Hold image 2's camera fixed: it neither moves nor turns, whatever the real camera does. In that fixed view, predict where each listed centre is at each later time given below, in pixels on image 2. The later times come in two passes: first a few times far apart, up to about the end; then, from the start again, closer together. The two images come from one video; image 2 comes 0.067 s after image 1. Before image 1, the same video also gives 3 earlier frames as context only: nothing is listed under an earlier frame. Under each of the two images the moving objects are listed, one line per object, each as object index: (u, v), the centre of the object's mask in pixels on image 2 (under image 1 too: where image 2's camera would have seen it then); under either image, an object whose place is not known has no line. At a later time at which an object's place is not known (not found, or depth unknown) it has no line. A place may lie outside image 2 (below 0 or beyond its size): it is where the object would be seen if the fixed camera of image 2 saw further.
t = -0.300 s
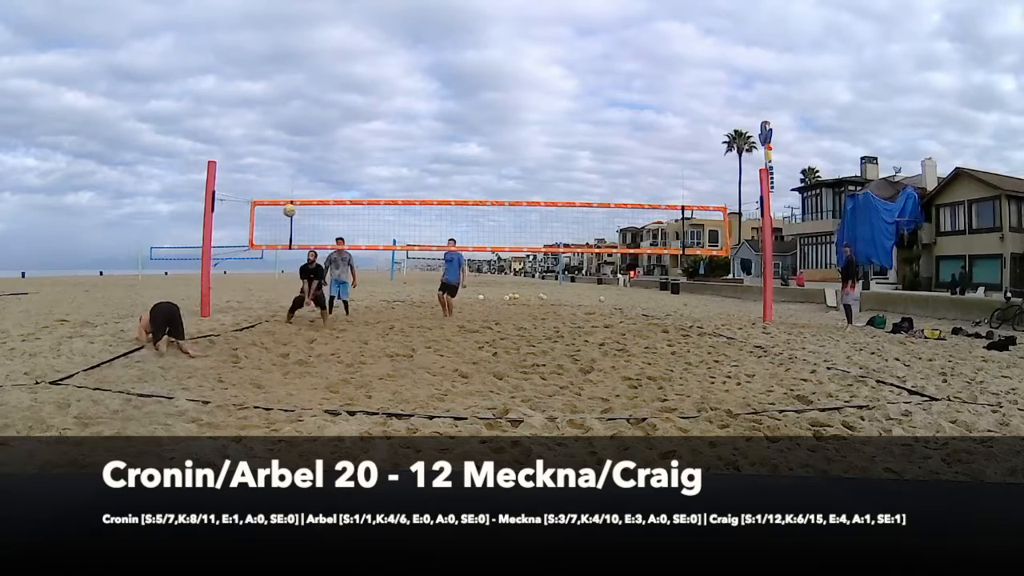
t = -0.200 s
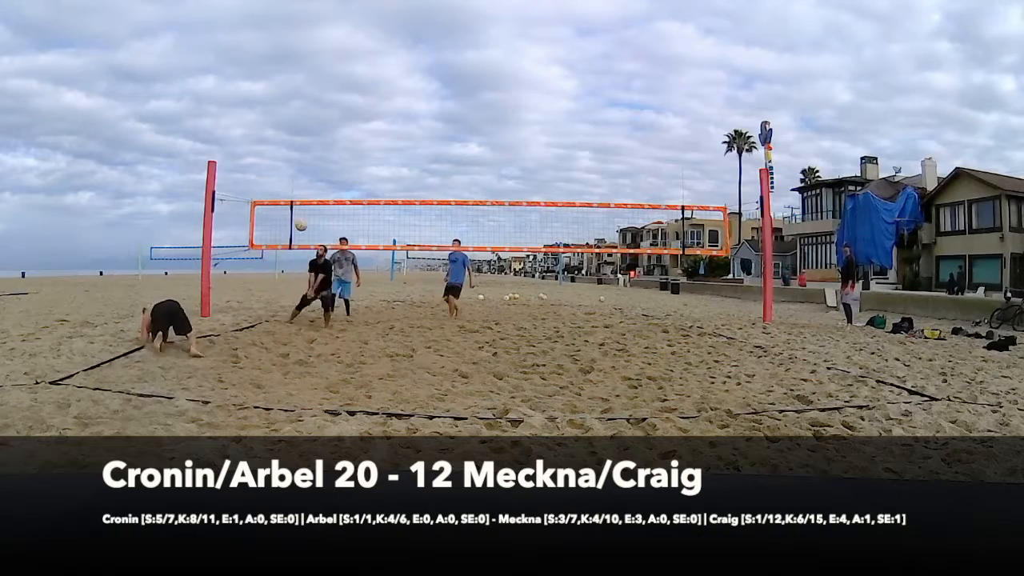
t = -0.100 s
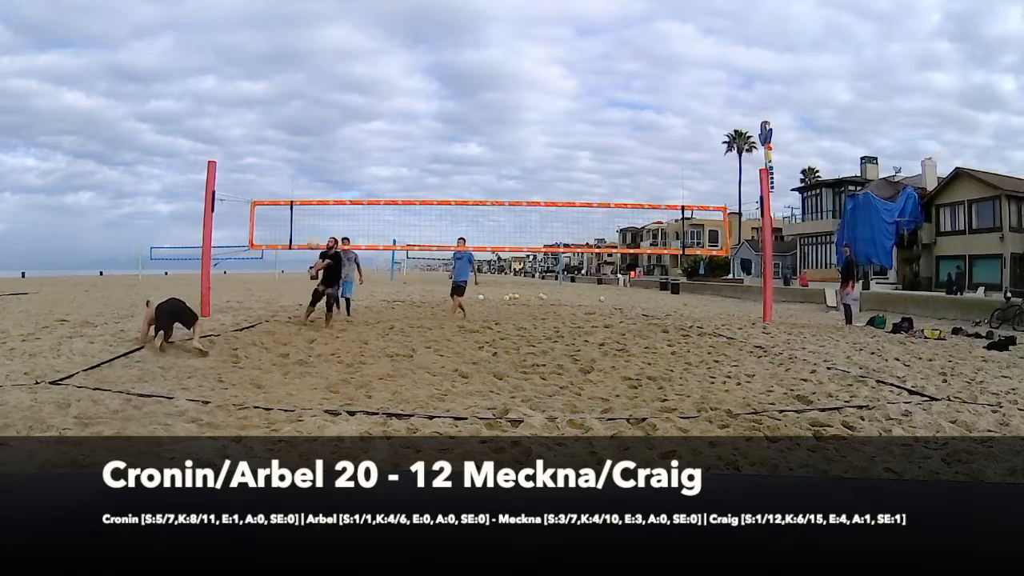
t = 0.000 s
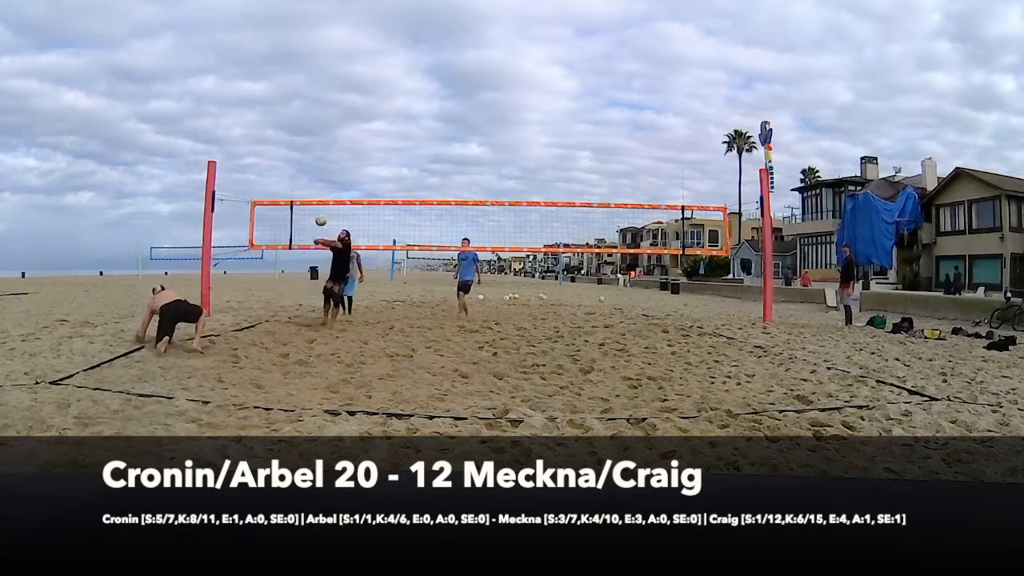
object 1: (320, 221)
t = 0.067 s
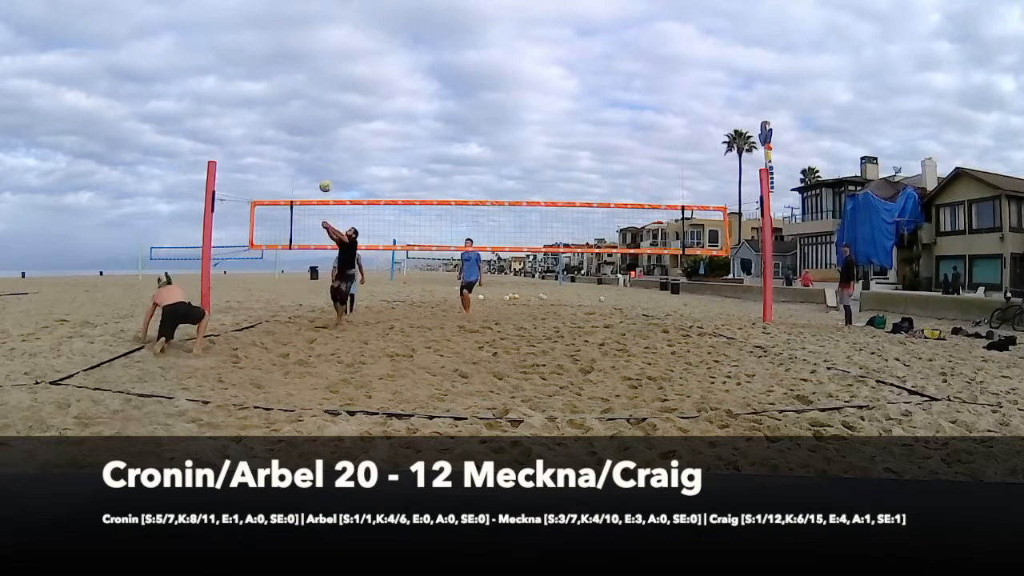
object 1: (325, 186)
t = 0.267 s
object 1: (339, 102)
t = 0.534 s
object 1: (356, 29)
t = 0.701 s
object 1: (366, 5)
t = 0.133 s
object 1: (328, 155)
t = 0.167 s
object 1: (331, 141)
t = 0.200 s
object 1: (334, 127)
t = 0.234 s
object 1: (336, 114)
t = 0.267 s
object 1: (339, 102)
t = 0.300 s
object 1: (341, 91)
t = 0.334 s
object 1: (343, 80)
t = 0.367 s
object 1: (345, 70)
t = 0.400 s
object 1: (348, 60)
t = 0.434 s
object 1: (350, 52)
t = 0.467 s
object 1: (352, 44)
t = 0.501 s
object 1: (354, 36)
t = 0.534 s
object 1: (356, 29)
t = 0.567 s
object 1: (358, 23)
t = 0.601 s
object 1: (360, 18)
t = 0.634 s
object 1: (362, 13)
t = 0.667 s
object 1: (364, 8)
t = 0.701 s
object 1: (366, 5)
